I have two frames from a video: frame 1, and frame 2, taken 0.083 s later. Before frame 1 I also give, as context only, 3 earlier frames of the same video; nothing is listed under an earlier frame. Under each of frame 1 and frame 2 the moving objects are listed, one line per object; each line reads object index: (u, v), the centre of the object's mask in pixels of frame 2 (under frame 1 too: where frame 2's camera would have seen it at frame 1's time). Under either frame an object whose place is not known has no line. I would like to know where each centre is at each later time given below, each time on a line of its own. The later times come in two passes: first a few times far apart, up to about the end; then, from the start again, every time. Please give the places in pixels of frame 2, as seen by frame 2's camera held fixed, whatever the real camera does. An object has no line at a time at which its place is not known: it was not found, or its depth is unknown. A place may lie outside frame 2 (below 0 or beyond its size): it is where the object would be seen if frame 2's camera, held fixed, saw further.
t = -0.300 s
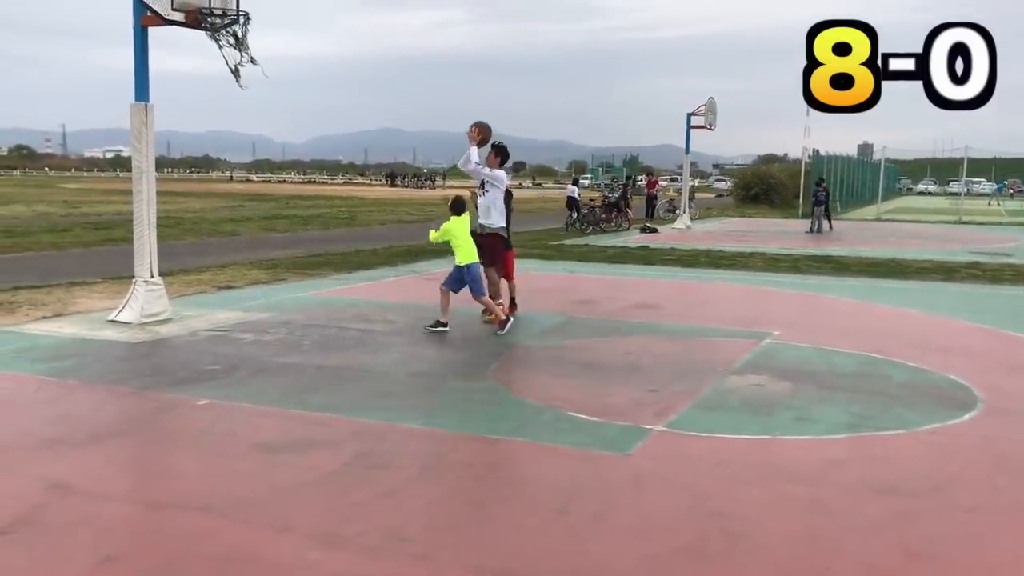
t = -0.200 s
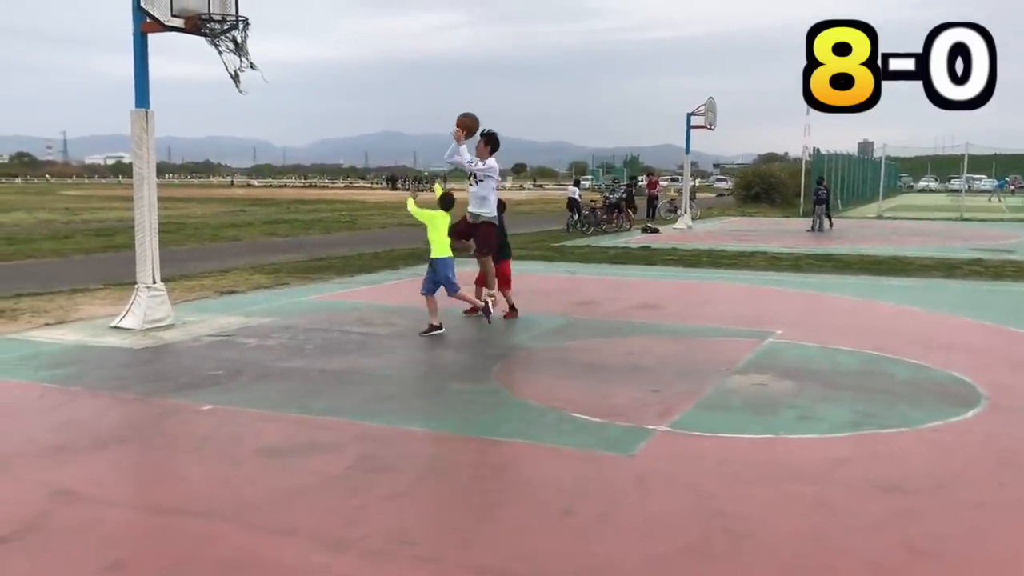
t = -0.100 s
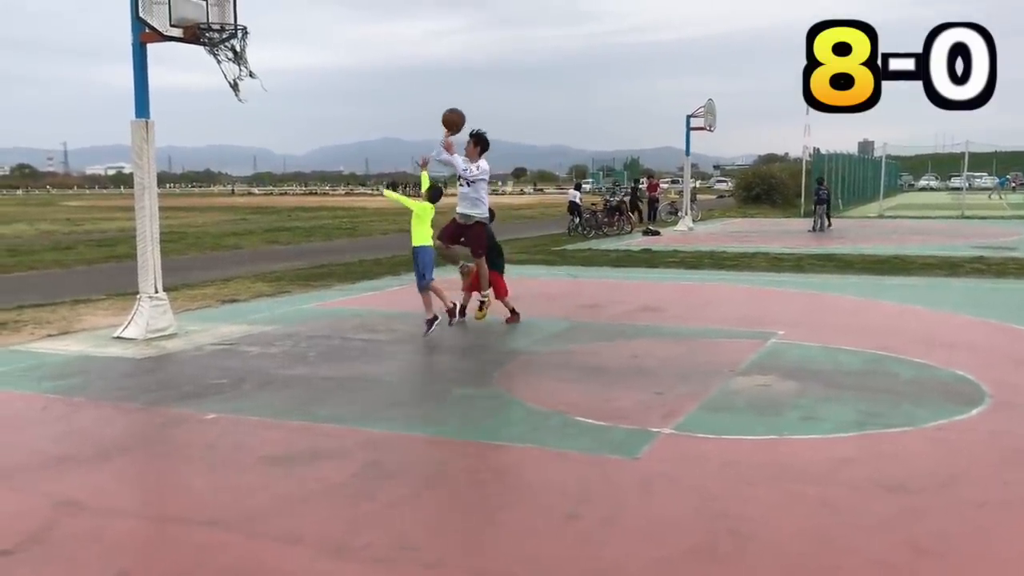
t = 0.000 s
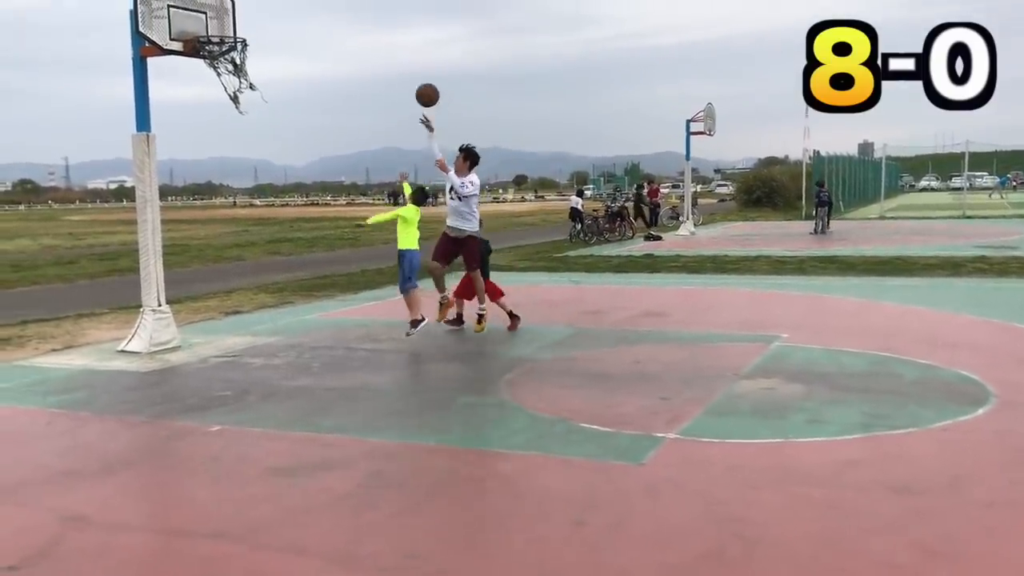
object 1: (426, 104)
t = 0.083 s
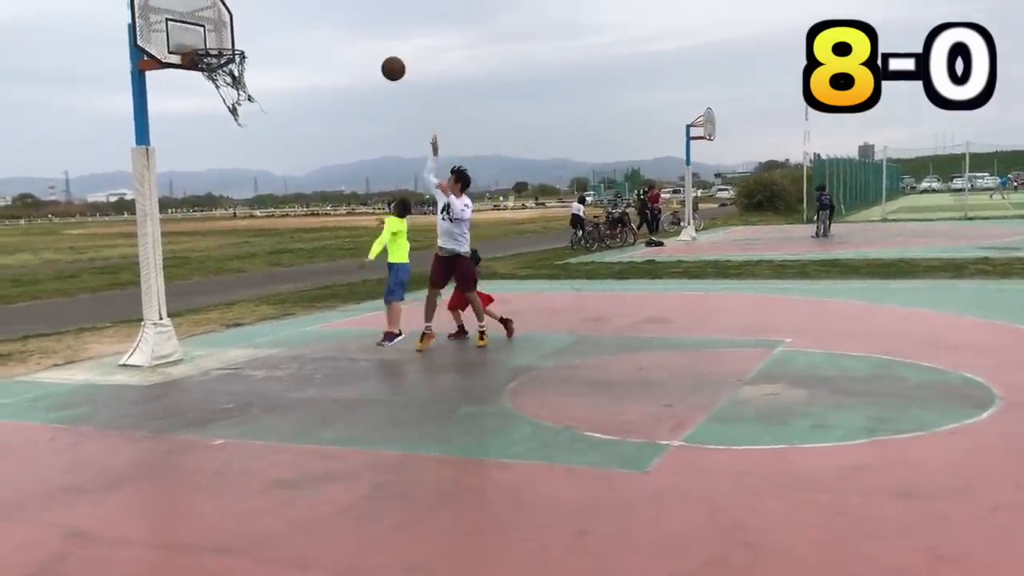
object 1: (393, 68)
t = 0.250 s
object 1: (328, 17)
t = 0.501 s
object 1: (232, -8)
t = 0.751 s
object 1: (211, 24)
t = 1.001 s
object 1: (244, 26)
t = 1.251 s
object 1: (285, 76)
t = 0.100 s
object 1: (386, 62)
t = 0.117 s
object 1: (380, 56)
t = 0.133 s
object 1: (373, 50)
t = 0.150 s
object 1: (367, 45)
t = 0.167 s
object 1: (360, 39)
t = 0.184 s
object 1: (354, 34)
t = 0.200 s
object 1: (347, 29)
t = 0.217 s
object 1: (341, 25)
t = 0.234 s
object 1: (335, 21)
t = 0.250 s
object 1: (328, 17)
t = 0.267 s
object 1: (321, 13)
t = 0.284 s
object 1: (315, 10)
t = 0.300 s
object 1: (309, 7)
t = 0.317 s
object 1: (302, 4)
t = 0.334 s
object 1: (296, 1)
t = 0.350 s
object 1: (289, -1)
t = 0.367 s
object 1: (283, -3)
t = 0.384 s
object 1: (277, -4)
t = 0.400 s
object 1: (270, -6)
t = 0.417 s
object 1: (263, -7)
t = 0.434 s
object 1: (257, -8)
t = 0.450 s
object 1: (251, -8)
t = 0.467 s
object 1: (244, -9)
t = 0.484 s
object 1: (238, -9)
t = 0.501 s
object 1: (232, -8)
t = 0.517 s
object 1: (225, -8)
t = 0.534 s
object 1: (219, -7)
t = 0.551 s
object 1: (212, -6)
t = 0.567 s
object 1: (206, -4)
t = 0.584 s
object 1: (200, -2)
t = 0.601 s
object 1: (193, -1)
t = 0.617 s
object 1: (194, 1)
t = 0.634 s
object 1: (196, 2)
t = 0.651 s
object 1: (198, 5)
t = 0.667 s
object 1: (200, 7)
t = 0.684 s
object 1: (202, 10)
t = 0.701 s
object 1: (204, 13)
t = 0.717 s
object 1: (206, 16)
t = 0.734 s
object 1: (208, 20)
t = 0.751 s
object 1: (211, 24)
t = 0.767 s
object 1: (213, 29)
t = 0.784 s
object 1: (216, 32)
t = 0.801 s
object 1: (217, 37)
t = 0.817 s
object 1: (219, 34)
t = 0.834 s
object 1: (221, 32)
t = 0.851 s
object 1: (224, 30)
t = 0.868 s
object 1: (226, 29)
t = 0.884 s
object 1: (228, 27)
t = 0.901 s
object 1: (230, 26)
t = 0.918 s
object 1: (233, 25)
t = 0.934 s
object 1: (235, 25)
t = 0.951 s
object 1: (237, 25)
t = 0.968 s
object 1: (240, 25)
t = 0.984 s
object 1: (242, 26)
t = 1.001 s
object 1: (244, 26)
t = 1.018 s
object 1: (247, 27)
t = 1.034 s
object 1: (249, 29)
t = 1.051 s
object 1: (252, 30)
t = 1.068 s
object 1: (254, 32)
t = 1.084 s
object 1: (257, 35)
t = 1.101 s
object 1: (260, 37)
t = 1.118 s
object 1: (262, 40)
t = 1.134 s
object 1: (265, 43)
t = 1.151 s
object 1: (268, 47)
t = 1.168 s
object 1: (271, 51)
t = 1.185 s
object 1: (273, 55)
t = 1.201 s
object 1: (277, 60)
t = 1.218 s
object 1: (279, 65)
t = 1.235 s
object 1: (282, 70)
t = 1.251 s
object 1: (285, 76)
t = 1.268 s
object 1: (288, 82)
